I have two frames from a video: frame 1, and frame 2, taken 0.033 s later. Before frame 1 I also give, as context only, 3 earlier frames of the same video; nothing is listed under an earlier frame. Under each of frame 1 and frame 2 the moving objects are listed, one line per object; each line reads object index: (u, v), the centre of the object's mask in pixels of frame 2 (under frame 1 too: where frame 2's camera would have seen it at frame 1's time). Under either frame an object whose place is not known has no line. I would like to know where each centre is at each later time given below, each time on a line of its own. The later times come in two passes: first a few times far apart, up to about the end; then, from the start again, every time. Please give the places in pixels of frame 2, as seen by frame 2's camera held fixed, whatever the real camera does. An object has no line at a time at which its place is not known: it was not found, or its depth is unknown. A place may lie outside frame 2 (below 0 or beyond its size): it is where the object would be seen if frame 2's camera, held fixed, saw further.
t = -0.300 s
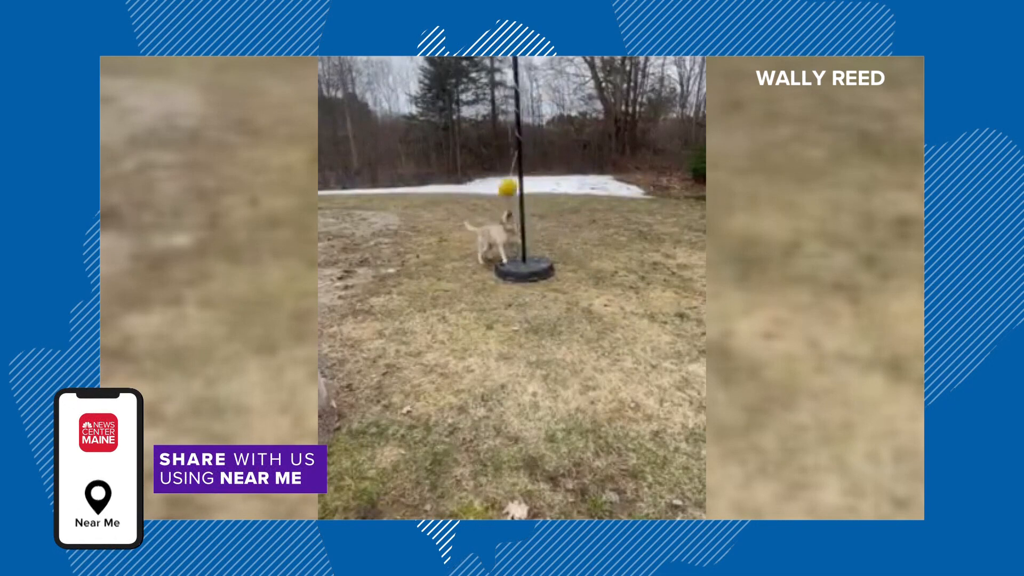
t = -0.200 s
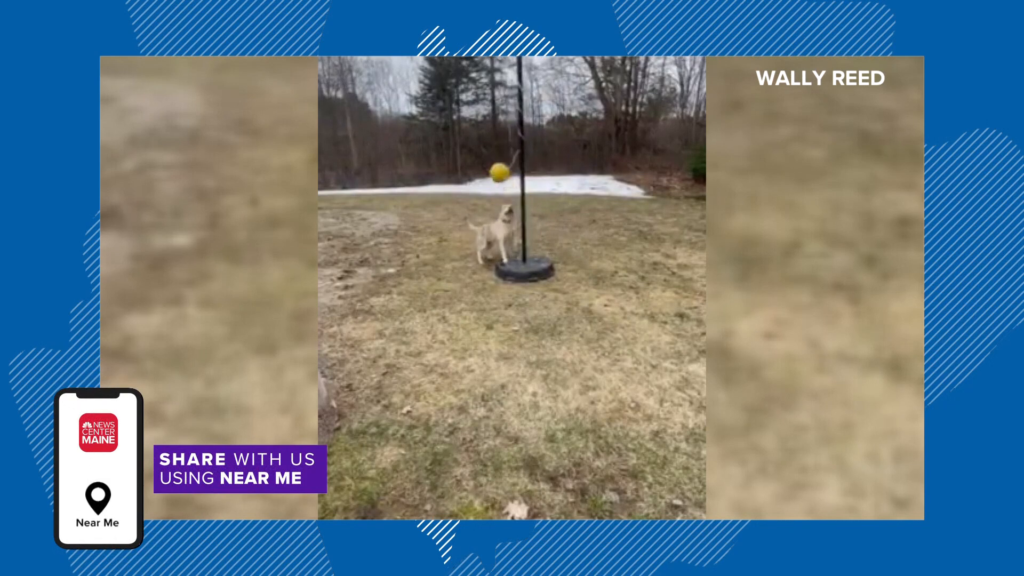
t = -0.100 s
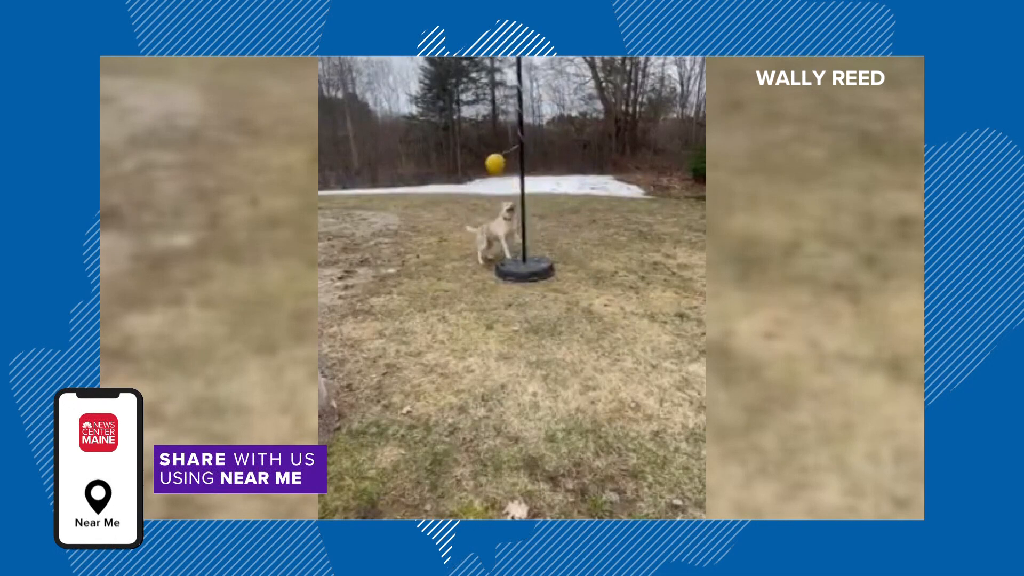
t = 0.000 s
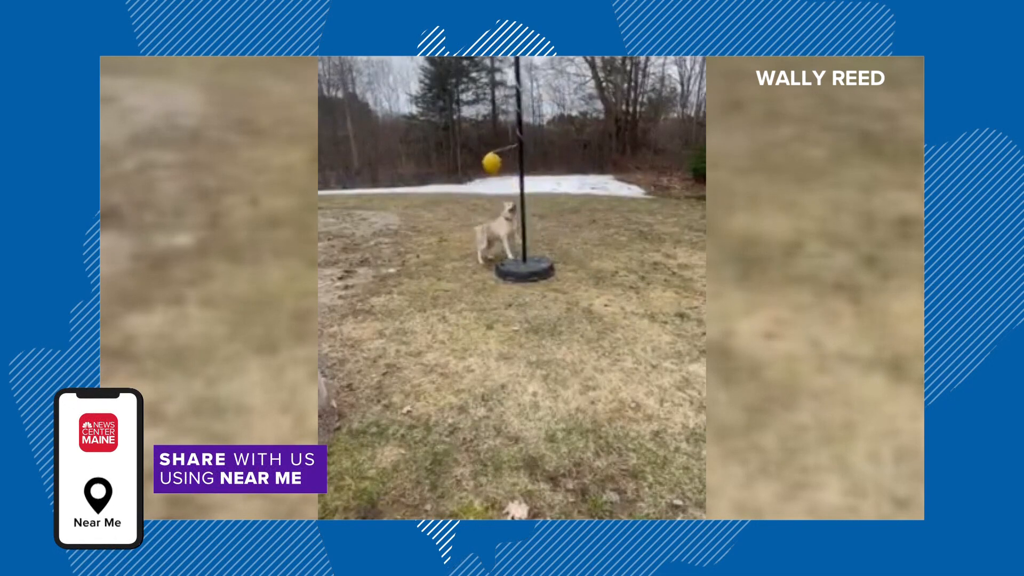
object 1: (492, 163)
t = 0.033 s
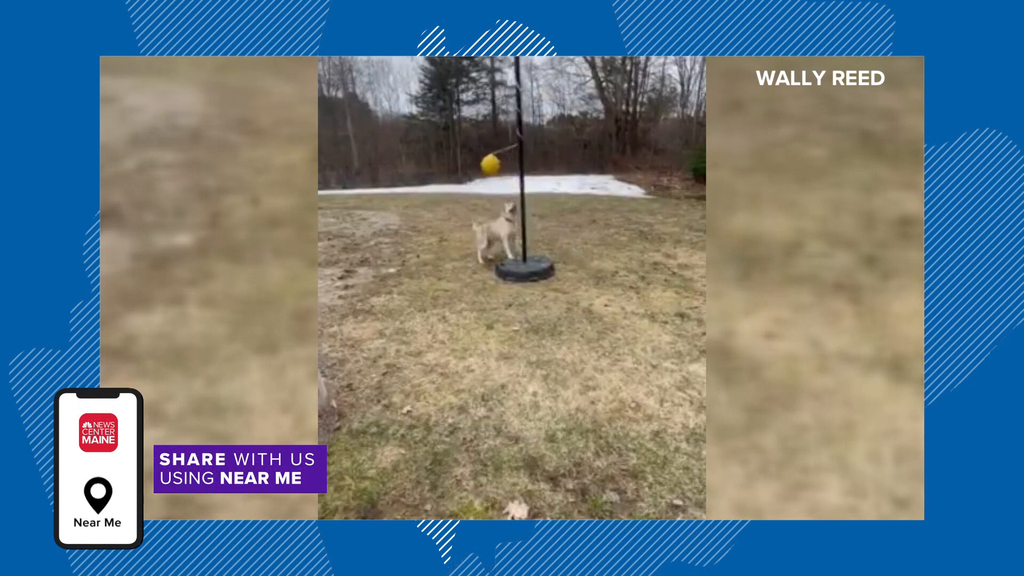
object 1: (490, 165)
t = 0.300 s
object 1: (506, 186)
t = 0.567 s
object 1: (550, 182)
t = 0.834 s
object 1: (561, 172)
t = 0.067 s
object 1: (489, 167)
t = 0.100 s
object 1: (488, 171)
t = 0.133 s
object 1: (487, 174)
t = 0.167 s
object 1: (488, 178)
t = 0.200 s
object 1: (491, 181)
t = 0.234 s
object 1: (495, 183)
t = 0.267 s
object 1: (501, 185)
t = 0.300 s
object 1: (506, 186)
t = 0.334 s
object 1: (511, 186)
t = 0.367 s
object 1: (515, 188)
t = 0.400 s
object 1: (520, 188)
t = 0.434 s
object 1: (532, 188)
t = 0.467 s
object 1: (535, 188)
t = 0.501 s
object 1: (540, 188)
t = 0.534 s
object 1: (545, 184)
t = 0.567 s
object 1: (550, 182)
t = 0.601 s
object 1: (553, 179)
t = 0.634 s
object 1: (556, 177)
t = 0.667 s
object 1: (558, 174)
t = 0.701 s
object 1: (559, 173)
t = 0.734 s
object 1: (560, 172)
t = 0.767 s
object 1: (560, 172)
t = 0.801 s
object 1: (561, 171)
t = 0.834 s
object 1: (561, 172)
